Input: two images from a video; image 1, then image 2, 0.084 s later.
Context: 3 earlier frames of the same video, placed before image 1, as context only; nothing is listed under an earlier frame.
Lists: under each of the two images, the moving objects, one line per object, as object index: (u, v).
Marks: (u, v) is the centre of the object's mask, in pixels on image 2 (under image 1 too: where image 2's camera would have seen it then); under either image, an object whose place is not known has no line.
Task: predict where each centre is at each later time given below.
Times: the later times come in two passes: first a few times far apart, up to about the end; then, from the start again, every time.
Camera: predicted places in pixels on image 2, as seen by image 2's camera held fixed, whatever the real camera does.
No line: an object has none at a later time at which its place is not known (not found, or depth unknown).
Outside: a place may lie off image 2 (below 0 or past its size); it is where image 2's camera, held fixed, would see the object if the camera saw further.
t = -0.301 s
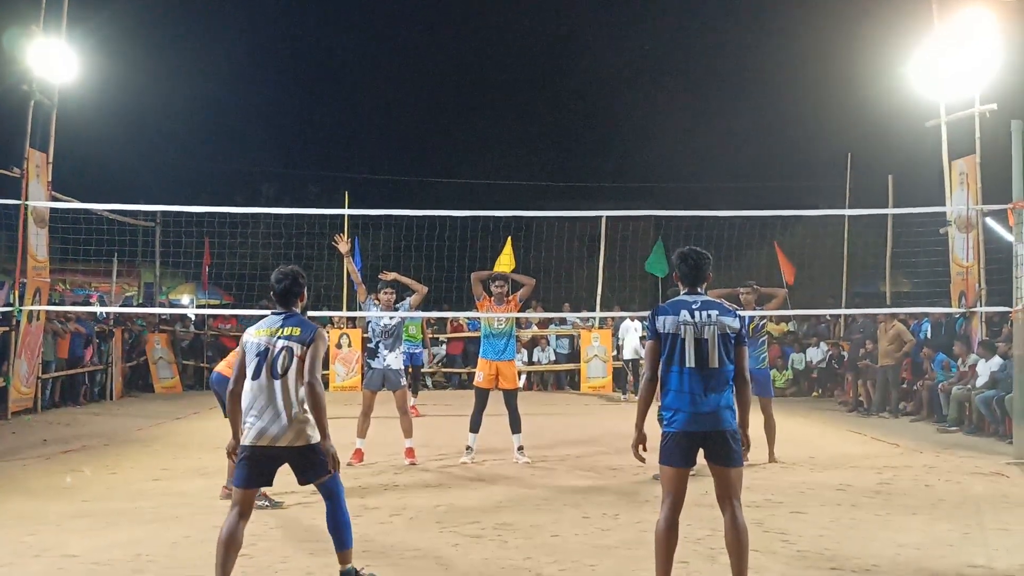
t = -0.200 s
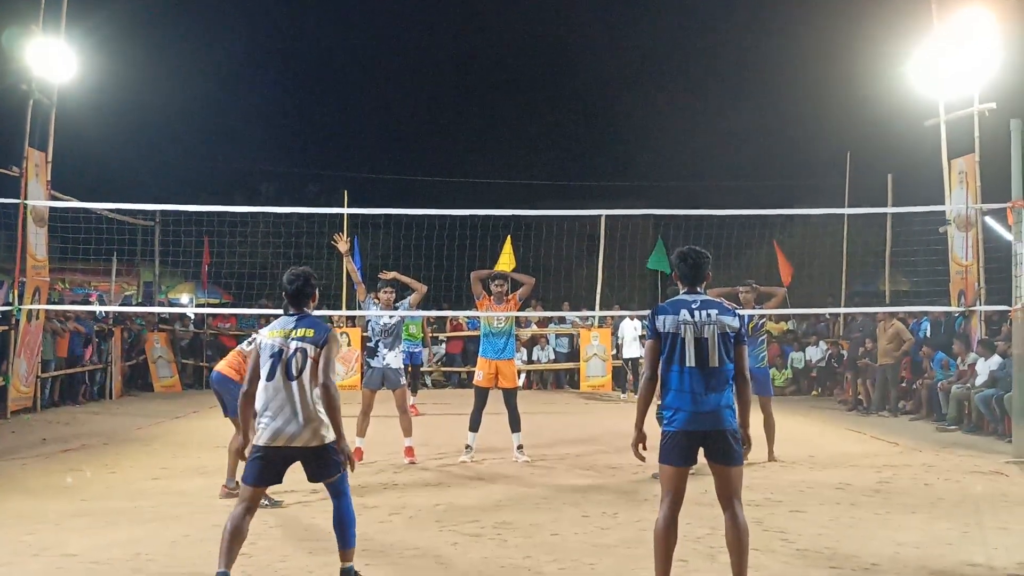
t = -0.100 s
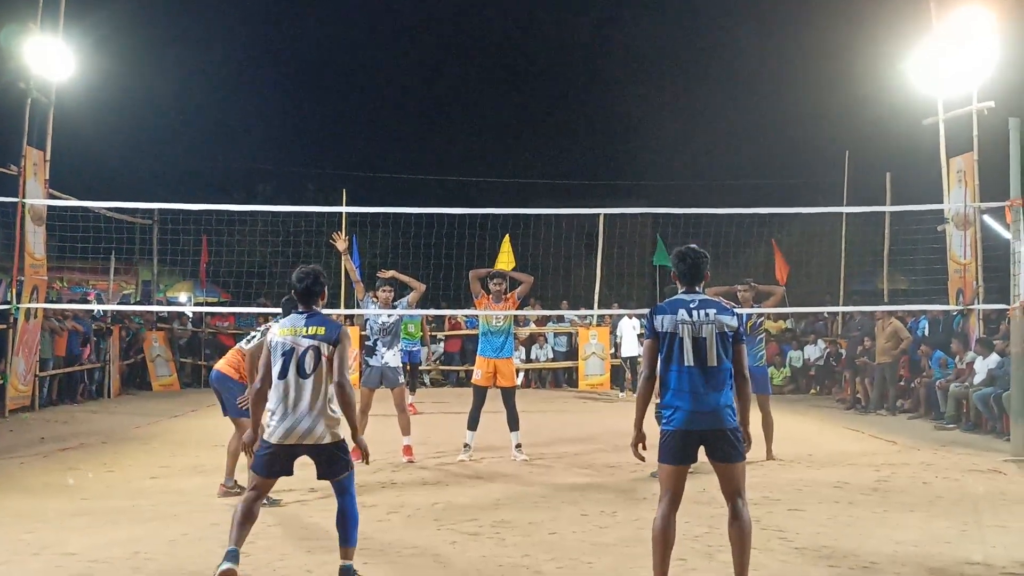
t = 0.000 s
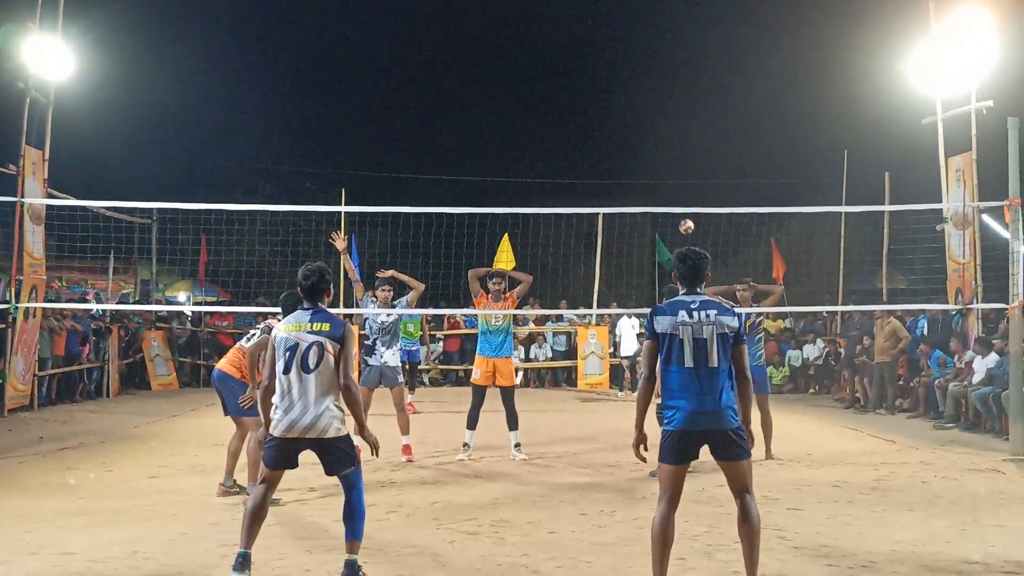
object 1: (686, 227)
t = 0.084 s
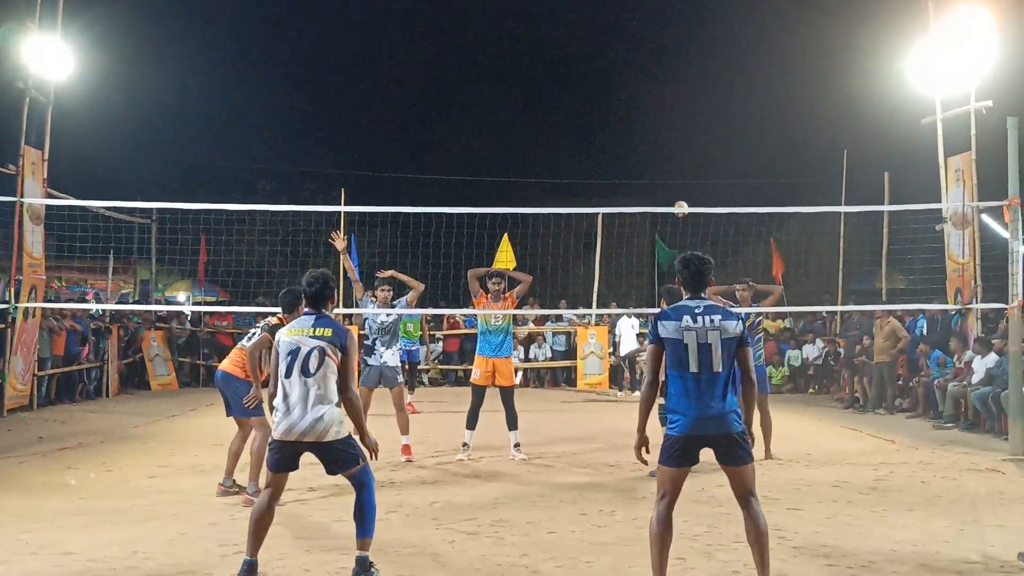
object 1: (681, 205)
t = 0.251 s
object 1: (666, 179)
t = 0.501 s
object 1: (631, 157)
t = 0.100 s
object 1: (679, 203)
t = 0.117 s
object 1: (678, 201)
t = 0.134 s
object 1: (677, 199)
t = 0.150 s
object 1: (675, 196)
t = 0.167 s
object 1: (674, 193)
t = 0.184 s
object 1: (672, 190)
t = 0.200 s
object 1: (671, 187)
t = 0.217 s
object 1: (669, 185)
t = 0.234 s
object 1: (667, 182)
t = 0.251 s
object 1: (666, 179)
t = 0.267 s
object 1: (664, 177)
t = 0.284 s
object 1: (662, 174)
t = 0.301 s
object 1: (661, 172)
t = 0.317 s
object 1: (659, 170)
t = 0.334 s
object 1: (657, 168)
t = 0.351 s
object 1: (655, 166)
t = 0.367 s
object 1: (653, 165)
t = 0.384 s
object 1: (650, 163)
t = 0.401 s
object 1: (648, 162)
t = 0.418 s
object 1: (646, 160)
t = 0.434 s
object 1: (643, 159)
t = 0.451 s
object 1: (640, 158)
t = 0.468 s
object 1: (637, 157)
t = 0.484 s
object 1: (634, 157)
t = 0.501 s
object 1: (631, 157)
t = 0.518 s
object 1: (628, 157)
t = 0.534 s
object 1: (625, 157)
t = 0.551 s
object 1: (621, 158)
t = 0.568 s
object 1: (618, 159)
